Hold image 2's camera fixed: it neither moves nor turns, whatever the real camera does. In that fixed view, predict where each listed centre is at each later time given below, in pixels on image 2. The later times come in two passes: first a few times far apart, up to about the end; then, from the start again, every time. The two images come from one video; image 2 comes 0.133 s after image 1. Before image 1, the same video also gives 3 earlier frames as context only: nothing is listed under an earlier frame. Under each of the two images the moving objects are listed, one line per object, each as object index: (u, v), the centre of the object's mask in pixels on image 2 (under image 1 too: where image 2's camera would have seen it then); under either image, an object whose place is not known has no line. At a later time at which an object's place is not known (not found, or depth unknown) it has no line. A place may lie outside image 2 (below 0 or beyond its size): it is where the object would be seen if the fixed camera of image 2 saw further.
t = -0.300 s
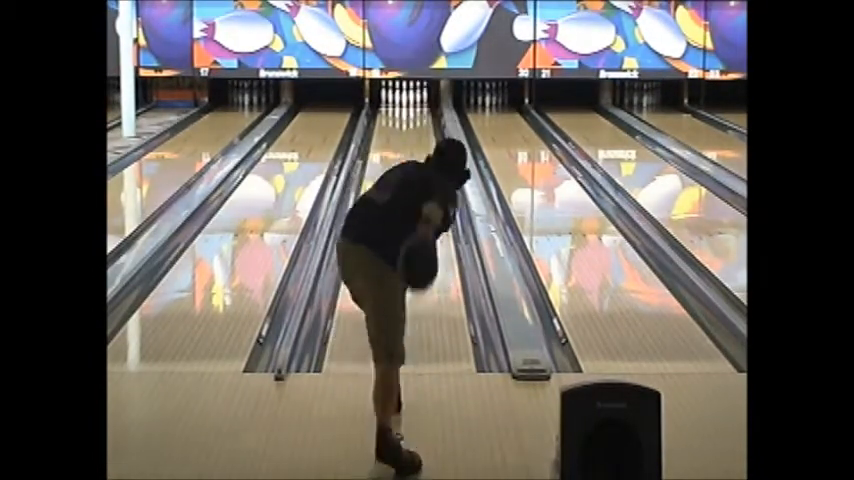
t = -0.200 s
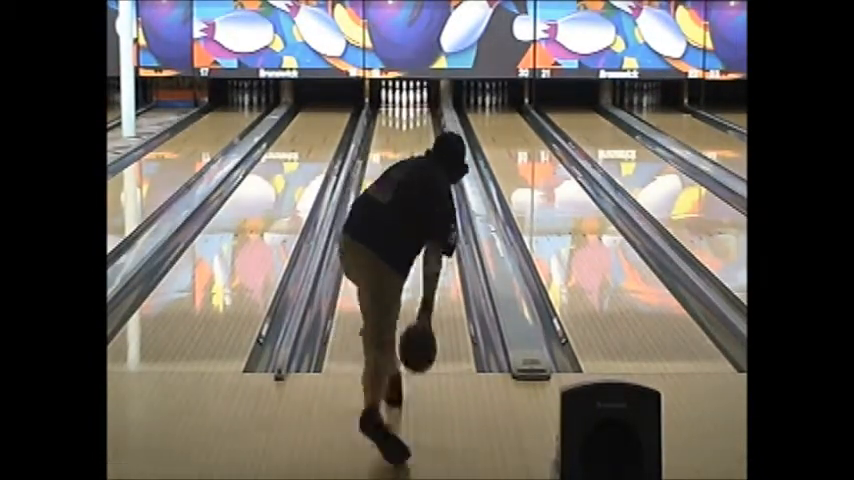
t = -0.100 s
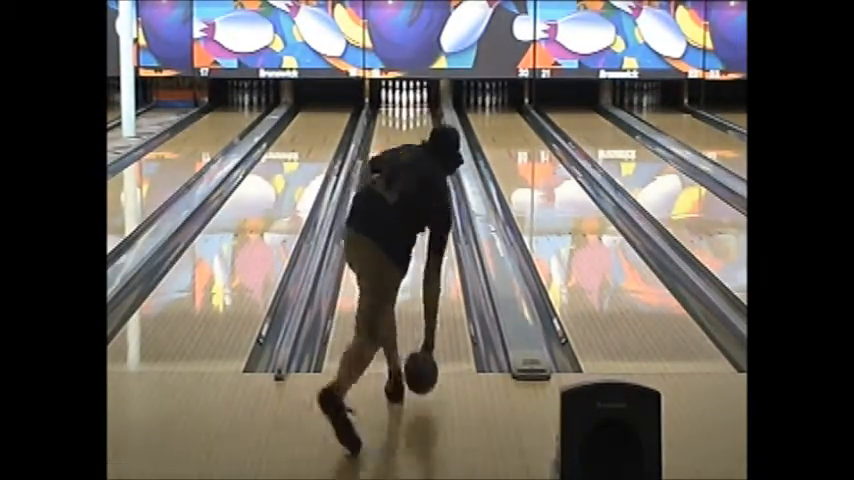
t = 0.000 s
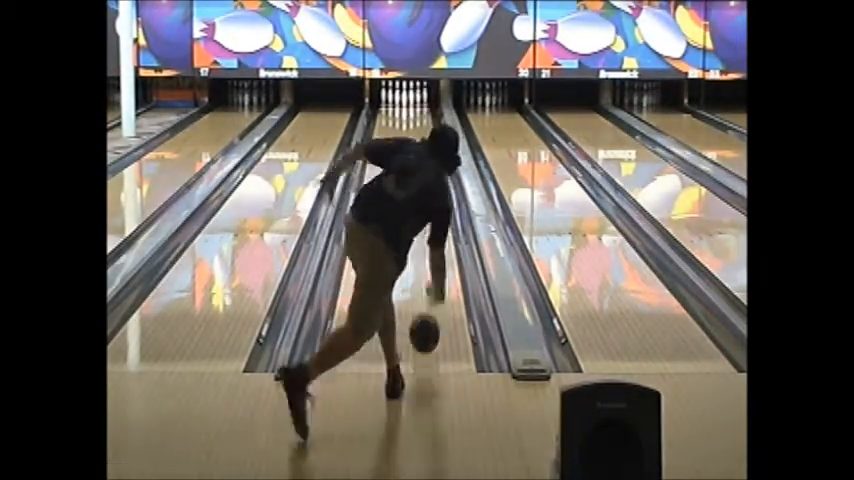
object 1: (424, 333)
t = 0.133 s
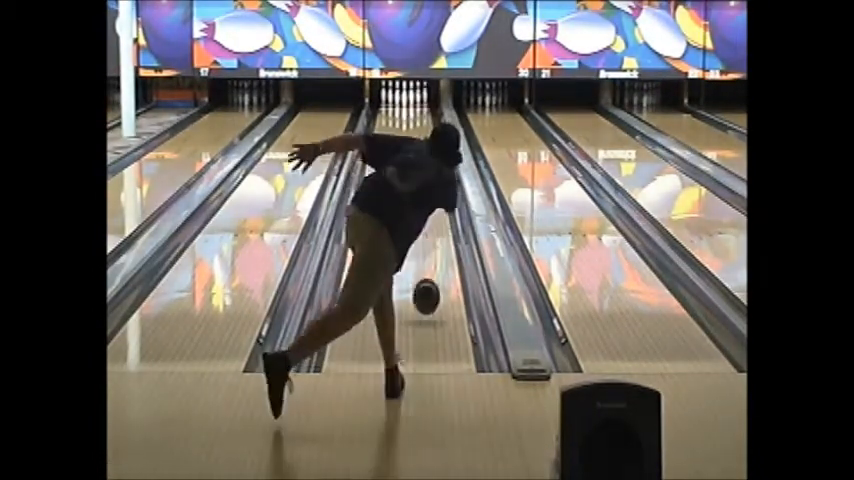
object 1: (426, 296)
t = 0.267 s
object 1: (428, 273)
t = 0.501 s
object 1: (428, 229)
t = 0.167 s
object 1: (426, 293)
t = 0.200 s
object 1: (427, 288)
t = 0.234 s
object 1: (427, 280)
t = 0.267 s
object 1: (428, 273)
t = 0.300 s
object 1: (428, 266)
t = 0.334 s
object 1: (428, 259)
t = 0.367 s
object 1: (428, 253)
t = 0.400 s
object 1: (428, 246)
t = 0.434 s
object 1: (429, 240)
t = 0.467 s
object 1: (429, 235)
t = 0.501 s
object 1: (428, 229)
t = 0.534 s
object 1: (429, 224)
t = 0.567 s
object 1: (429, 219)
